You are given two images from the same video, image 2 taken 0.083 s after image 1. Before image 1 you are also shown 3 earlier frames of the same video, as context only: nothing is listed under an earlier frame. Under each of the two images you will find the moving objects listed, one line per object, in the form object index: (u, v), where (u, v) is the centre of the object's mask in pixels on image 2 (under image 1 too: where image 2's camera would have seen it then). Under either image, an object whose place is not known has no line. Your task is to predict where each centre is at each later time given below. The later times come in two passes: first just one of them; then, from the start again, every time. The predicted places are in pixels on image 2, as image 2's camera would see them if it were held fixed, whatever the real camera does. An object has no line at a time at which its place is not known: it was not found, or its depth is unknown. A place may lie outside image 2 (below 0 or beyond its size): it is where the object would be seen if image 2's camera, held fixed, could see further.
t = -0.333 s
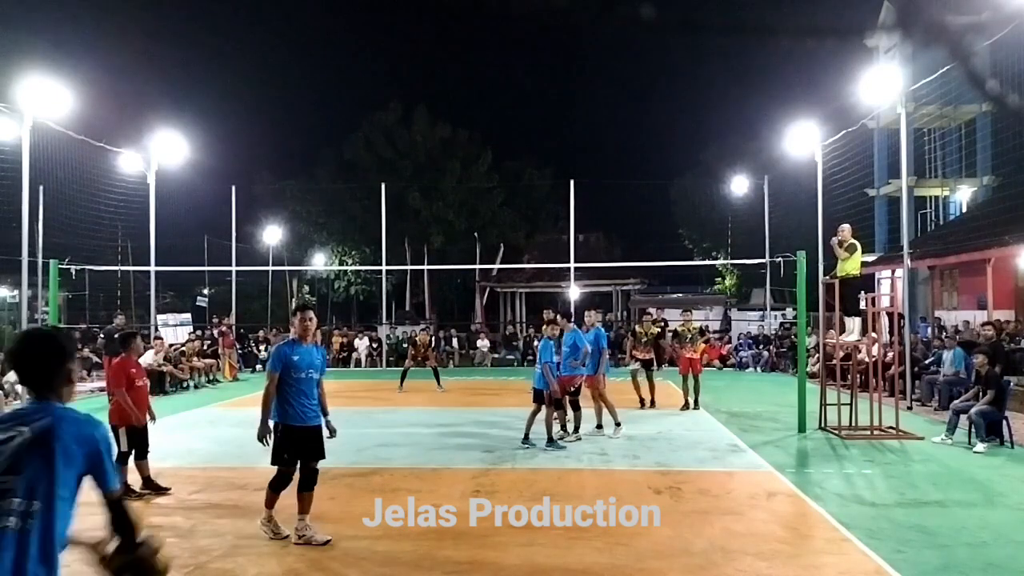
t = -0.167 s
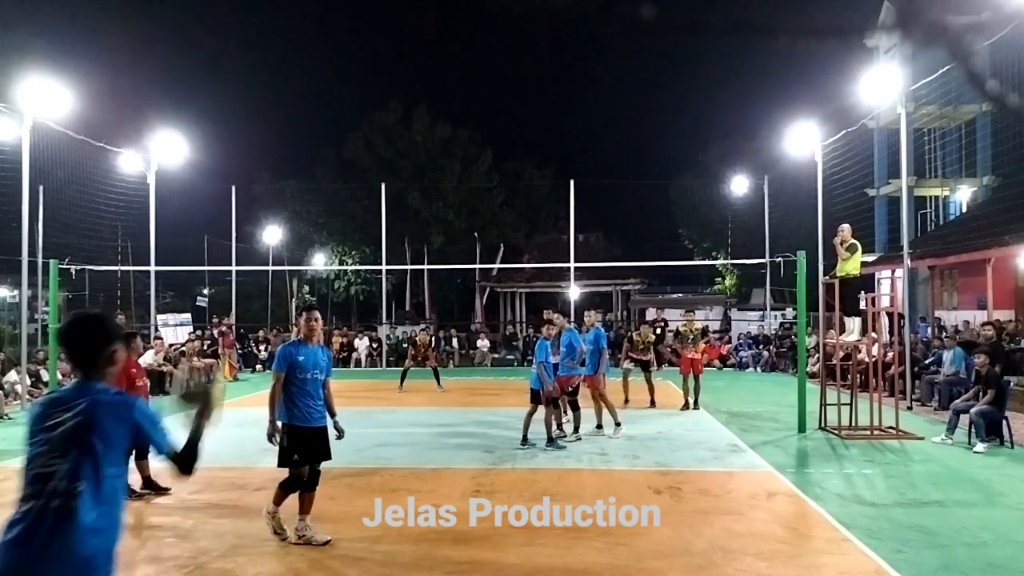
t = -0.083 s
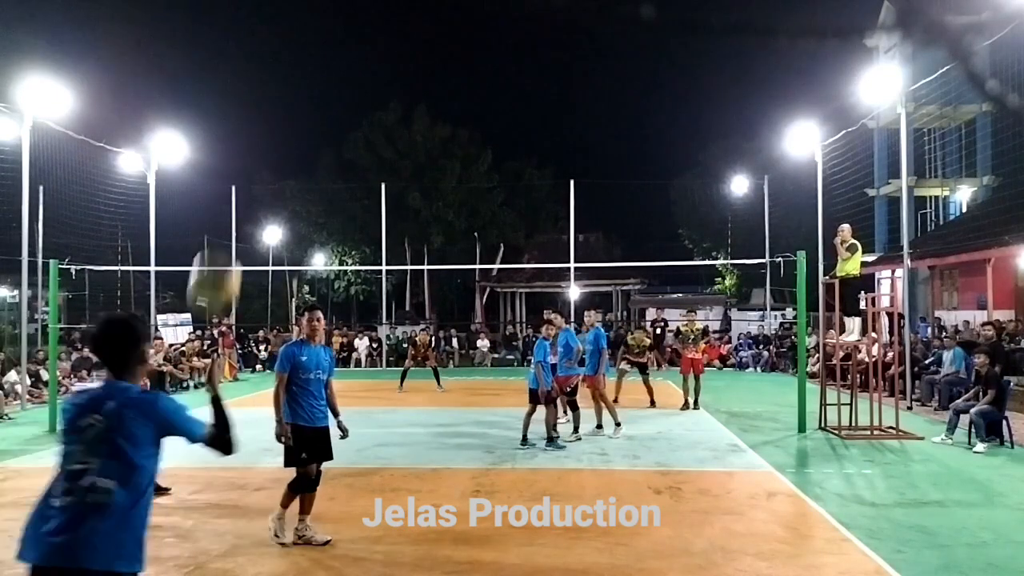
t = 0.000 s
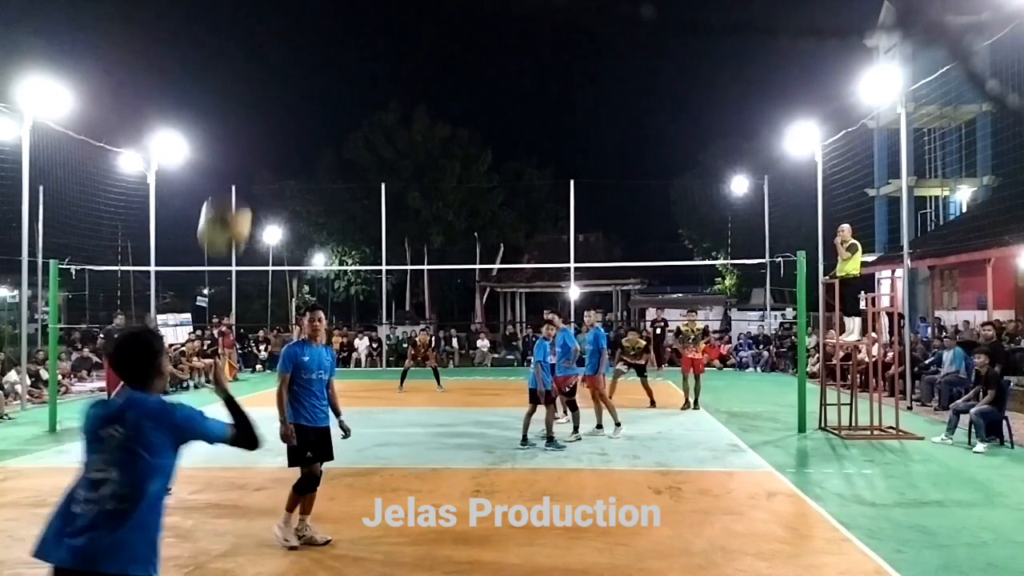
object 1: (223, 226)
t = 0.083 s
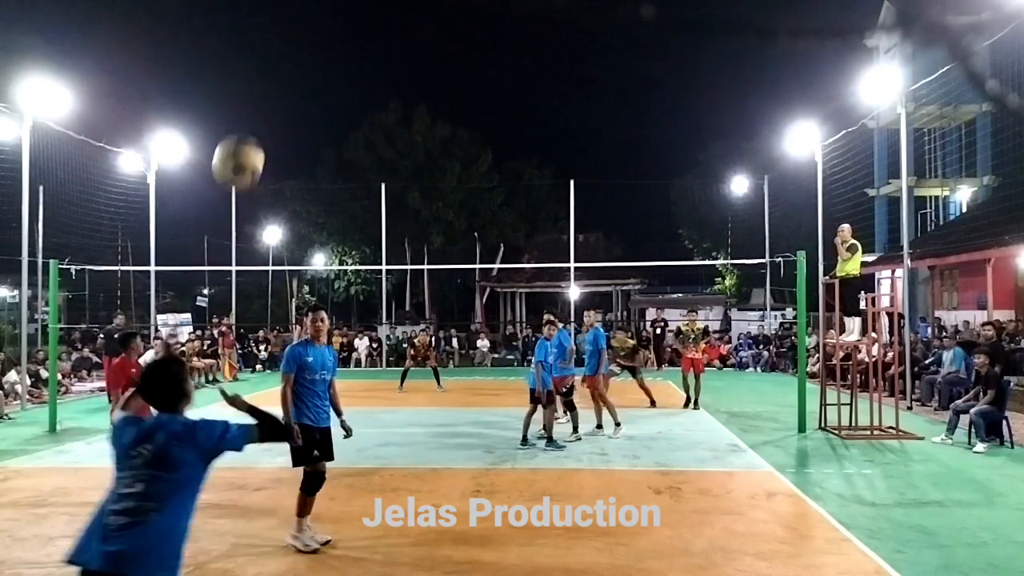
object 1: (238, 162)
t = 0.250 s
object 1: (259, 108)
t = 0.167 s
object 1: (247, 133)
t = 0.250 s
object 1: (259, 108)
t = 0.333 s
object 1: (266, 103)
